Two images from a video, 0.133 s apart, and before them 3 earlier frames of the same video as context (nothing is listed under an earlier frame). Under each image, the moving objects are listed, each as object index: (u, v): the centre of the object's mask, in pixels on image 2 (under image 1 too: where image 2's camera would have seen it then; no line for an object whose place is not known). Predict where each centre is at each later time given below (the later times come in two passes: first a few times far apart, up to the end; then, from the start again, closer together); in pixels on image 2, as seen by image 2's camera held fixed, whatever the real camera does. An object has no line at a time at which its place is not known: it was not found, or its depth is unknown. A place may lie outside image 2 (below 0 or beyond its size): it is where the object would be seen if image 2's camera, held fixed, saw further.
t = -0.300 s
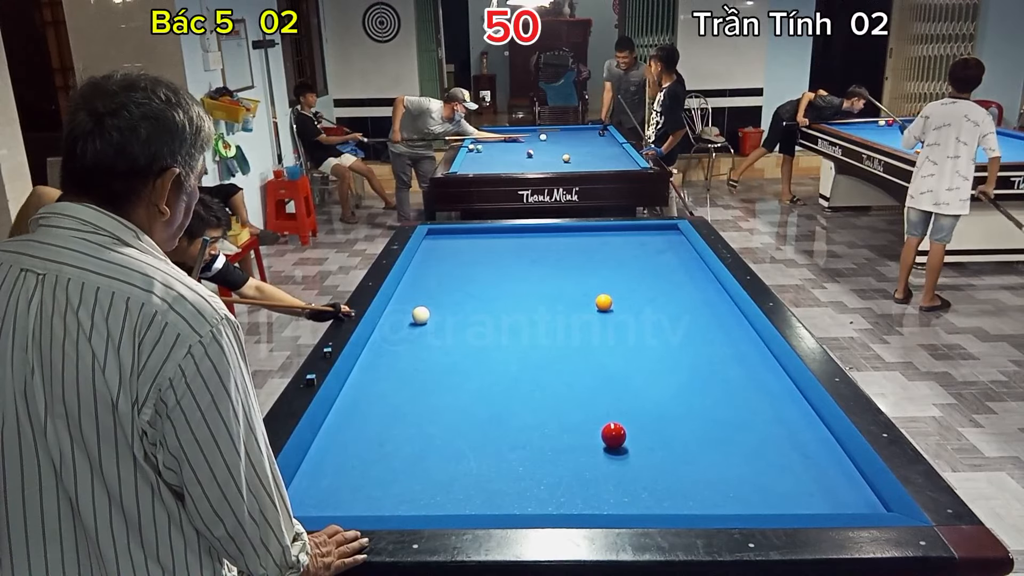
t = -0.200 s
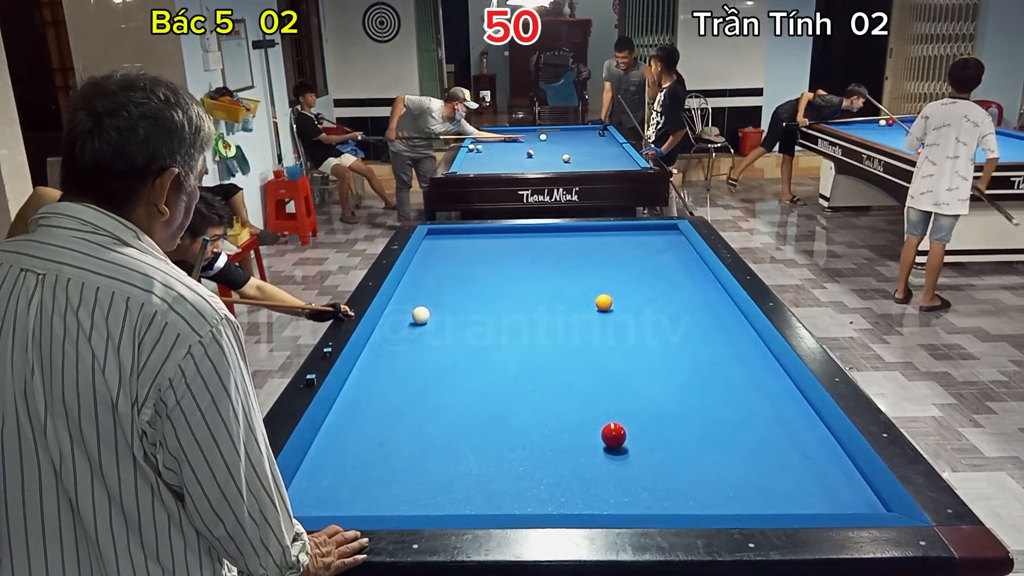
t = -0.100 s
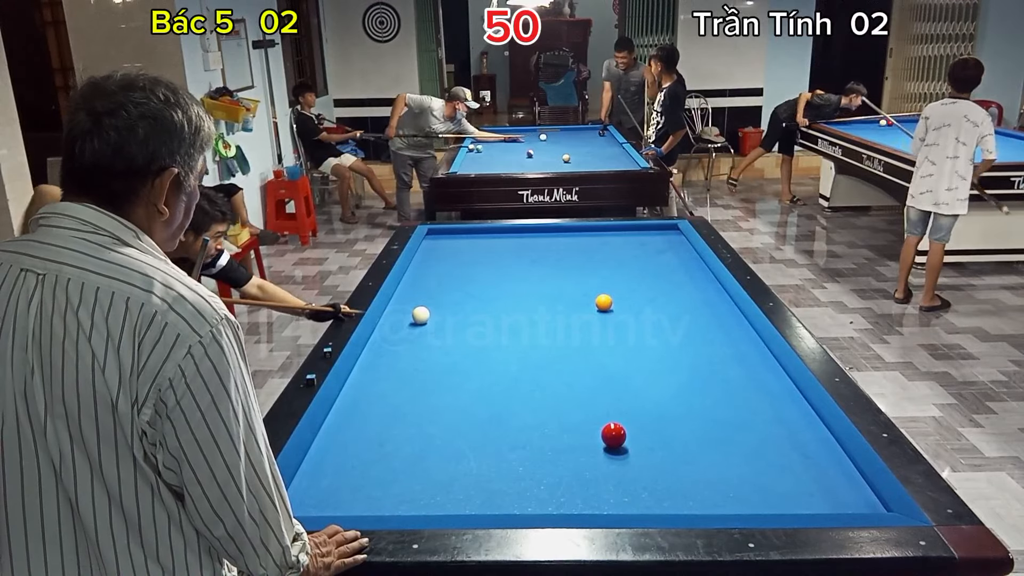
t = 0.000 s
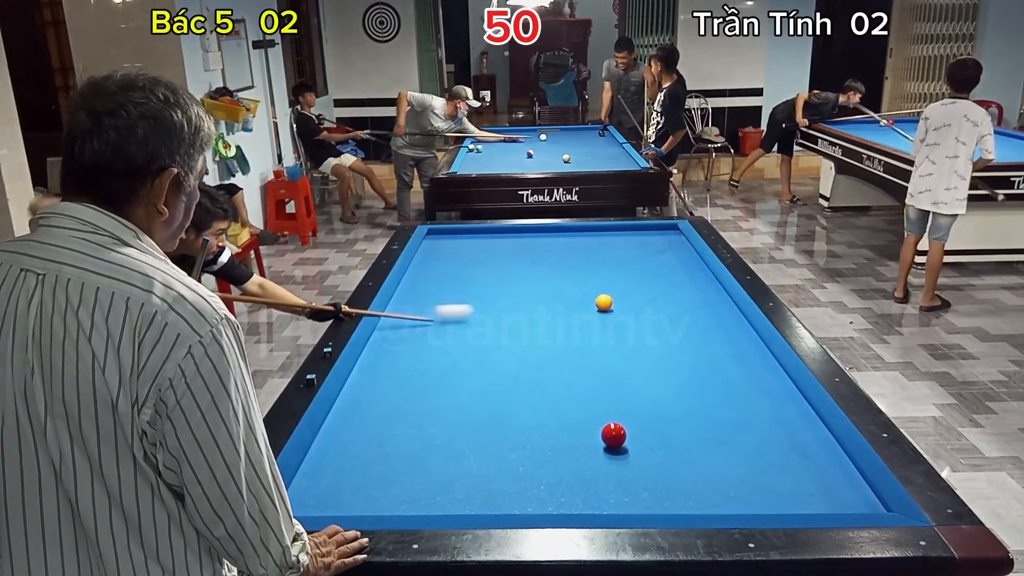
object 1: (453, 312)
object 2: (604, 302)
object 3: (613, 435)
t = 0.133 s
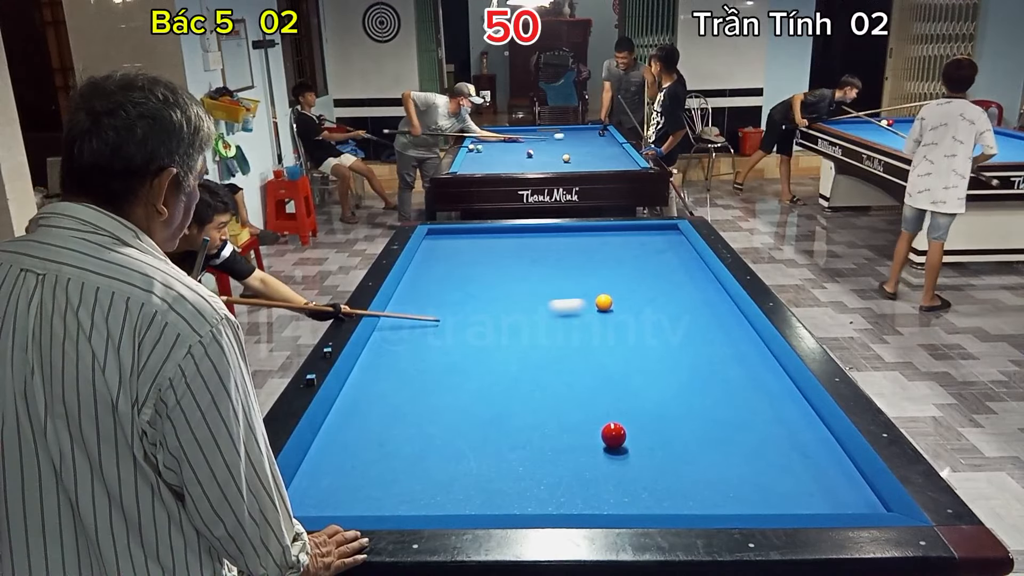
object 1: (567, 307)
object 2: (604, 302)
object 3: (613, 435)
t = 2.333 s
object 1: (541, 439)
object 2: (465, 253)
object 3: (594, 404)
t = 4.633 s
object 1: (423, 393)
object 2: (718, 336)
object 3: (528, 309)
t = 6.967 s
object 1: (540, 360)
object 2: (670, 412)
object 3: (501, 269)
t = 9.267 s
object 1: (578, 346)
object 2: (581, 460)
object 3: (484, 253)
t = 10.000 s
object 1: (578, 346)
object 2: (560, 468)
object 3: (480, 251)
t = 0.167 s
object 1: (588, 305)
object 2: (606, 302)
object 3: (613, 435)
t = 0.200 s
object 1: (600, 309)
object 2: (622, 296)
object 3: (613, 435)
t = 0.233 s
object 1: (609, 312)
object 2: (636, 293)
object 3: (613, 435)
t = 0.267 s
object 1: (617, 316)
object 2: (651, 288)
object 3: (613, 435)
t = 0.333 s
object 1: (633, 322)
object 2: (677, 281)
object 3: (613, 435)
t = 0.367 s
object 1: (640, 325)
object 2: (689, 278)
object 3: (613, 435)
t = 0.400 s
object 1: (649, 328)
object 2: (700, 275)
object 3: (613, 435)
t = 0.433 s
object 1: (657, 331)
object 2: (703, 272)
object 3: (613, 435)
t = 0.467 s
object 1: (666, 335)
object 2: (692, 270)
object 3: (613, 435)
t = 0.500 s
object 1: (674, 338)
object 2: (682, 269)
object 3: (613, 435)
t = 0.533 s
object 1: (684, 341)
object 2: (673, 267)
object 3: (613, 435)
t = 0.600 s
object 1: (702, 348)
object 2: (656, 264)
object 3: (613, 435)
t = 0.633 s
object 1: (712, 352)
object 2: (649, 262)
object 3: (613, 435)
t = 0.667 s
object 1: (721, 356)
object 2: (641, 260)
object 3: (613, 435)
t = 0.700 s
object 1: (731, 360)
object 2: (634, 259)
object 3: (614, 435)
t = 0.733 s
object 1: (741, 363)
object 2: (627, 257)
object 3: (613, 435)
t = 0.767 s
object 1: (752, 368)
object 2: (620, 256)
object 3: (614, 435)
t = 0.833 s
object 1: (773, 375)
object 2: (606, 253)
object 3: (614, 435)
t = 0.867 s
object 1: (781, 380)
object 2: (600, 251)
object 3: (614, 435)
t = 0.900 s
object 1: (779, 386)
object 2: (593, 250)
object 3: (614, 435)
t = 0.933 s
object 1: (777, 391)
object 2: (587, 248)
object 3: (614, 435)
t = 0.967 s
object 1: (775, 397)
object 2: (581, 247)
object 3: (614, 435)
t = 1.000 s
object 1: (774, 402)
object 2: (574, 246)
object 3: (614, 435)
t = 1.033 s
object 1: (772, 408)
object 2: (568, 244)
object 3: (614, 435)
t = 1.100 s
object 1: (769, 421)
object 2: (557, 242)
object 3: (614, 435)
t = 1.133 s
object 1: (768, 427)
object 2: (551, 241)
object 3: (614, 435)
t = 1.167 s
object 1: (766, 434)
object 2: (545, 239)
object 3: (614, 435)
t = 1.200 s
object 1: (765, 441)
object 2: (539, 238)
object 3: (614, 435)
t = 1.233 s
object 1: (763, 448)
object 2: (534, 237)
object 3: (614, 435)
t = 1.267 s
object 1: (761, 455)
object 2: (528, 236)
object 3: (614, 435)
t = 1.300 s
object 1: (760, 463)
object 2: (523, 234)
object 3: (614, 435)
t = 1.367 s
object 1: (756, 479)
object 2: (512, 232)
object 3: (614, 435)
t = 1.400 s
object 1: (754, 487)
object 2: (507, 231)
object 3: (614, 435)
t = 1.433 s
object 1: (752, 496)
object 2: (502, 230)
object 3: (614, 435)
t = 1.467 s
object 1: (749, 501)
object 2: (497, 230)
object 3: (614, 435)
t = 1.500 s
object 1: (741, 503)
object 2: (491, 231)
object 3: (614, 435)
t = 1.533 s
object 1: (730, 499)
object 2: (486, 232)
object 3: (614, 435)
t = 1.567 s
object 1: (718, 494)
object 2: (481, 233)
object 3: (614, 435)
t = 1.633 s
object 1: (698, 483)
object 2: (470, 234)
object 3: (614, 435)
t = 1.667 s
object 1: (687, 479)
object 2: (465, 235)
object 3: (614, 435)
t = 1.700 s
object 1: (678, 474)
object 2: (459, 236)
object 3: (614, 435)
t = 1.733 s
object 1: (668, 470)
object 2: (454, 237)
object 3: (614, 435)
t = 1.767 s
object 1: (658, 465)
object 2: (449, 237)
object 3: (614, 435)
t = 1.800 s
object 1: (650, 461)
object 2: (443, 238)
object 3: (614, 435)
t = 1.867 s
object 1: (632, 453)
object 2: (432, 240)
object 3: (613, 434)
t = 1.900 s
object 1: (622, 449)
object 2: (428, 241)
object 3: (612, 432)
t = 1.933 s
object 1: (616, 448)
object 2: (431, 242)
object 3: (612, 429)
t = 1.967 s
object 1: (610, 447)
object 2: (434, 243)
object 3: (611, 427)
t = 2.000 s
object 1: (603, 446)
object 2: (436, 244)
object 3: (609, 426)
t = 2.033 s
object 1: (597, 445)
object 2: (439, 245)
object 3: (608, 424)
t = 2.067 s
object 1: (591, 445)
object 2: (442, 246)
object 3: (606, 423)
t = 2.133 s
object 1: (578, 443)
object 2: (447, 247)
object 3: (603, 418)
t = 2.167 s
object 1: (571, 443)
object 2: (450, 248)
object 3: (601, 415)
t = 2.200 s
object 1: (565, 442)
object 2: (453, 249)
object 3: (599, 413)
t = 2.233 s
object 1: (559, 441)
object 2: (456, 250)
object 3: (598, 411)
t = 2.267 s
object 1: (553, 441)
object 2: (459, 251)
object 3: (596, 408)
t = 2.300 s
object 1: (547, 440)
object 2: (462, 252)
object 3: (595, 406)
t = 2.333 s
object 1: (541, 439)
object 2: (465, 253)
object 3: (594, 404)
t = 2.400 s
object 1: (529, 438)
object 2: (470, 255)
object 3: (591, 400)
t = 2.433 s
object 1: (523, 437)
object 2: (473, 256)
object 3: (589, 398)
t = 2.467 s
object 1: (518, 436)
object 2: (476, 257)
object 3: (588, 396)
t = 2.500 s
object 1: (512, 436)
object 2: (479, 258)
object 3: (587, 394)
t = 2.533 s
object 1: (506, 435)
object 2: (482, 259)
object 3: (585, 392)
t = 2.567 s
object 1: (501, 434)
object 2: (485, 260)
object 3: (584, 390)
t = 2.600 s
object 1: (495, 433)
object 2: (488, 261)
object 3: (583, 388)
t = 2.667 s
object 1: (484, 432)
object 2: (495, 262)
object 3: (580, 384)
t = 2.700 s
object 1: (478, 432)
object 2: (497, 264)
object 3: (579, 382)
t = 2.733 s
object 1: (473, 431)
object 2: (501, 265)
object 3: (578, 381)
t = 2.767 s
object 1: (467, 430)
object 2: (504, 266)
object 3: (576, 379)
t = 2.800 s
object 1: (462, 430)
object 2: (507, 267)
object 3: (575, 377)
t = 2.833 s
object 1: (457, 429)
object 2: (510, 268)
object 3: (574, 375)
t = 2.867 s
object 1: (451, 429)
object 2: (513, 269)
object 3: (573, 373)
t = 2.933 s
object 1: (441, 427)
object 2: (520, 271)
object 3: (570, 370)
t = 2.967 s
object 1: (436, 427)
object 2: (523, 272)
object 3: (569, 369)
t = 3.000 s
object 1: (430, 426)
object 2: (526, 273)
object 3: (568, 367)
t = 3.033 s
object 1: (425, 426)
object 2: (529, 274)
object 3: (567, 365)
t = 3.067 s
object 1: (420, 425)
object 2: (533, 275)
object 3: (566, 364)
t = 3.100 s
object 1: (415, 424)
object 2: (536, 276)
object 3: (564, 362)
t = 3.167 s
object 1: (405, 423)
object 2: (542, 278)
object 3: (562, 359)
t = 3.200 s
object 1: (400, 422)
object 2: (546, 279)
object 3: (561, 358)
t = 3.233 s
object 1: (395, 422)
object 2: (550, 281)
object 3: (560, 356)
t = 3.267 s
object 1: (391, 421)
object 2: (553, 282)
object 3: (559, 355)
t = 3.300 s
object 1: (386, 421)
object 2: (557, 283)
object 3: (558, 353)
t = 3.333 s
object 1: (381, 420)
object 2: (560, 284)
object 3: (557, 352)
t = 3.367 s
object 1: (376, 420)
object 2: (564, 285)
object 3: (556, 350)
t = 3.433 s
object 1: (367, 418)
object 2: (571, 287)
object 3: (554, 348)
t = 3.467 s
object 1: (362, 418)
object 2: (574, 289)
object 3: (553, 346)
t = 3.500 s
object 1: (357, 417)
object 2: (578, 290)
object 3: (552, 345)
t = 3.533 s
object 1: (353, 417)
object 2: (582, 291)
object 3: (551, 344)
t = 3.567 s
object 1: (348, 416)
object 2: (585, 292)
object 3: (550, 343)
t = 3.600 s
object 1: (344, 416)
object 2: (589, 293)
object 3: (549, 341)
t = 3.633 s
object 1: (339, 415)
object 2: (592, 295)
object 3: (549, 340)
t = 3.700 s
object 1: (344, 414)
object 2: (600, 297)
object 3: (547, 337)
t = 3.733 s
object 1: (347, 413)
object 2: (604, 298)
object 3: (546, 336)
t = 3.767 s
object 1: (351, 412)
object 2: (607, 299)
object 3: (545, 335)
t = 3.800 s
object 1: (354, 411)
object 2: (612, 300)
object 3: (545, 334)
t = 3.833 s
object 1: (357, 410)
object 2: (615, 302)
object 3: (544, 333)
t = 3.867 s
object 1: (360, 410)
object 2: (619, 303)
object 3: (543, 332)
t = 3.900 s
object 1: (363, 409)
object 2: (623, 304)
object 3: (542, 331)
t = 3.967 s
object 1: (369, 407)
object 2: (631, 307)
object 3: (541, 328)
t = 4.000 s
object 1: (372, 406)
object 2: (635, 308)
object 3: (540, 327)
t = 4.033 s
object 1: (375, 405)
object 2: (639, 310)
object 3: (539, 326)
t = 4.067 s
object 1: (378, 405)
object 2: (643, 311)
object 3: (539, 325)
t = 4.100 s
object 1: (381, 404)
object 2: (648, 313)
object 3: (538, 324)
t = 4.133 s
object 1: (384, 404)
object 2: (652, 314)
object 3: (537, 323)
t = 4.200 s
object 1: (389, 402)
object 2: (660, 317)
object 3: (536, 321)
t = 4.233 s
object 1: (392, 401)
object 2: (664, 318)
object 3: (535, 320)
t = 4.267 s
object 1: (395, 401)
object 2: (668, 319)
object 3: (535, 319)
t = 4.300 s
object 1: (398, 399)
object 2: (673, 321)
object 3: (534, 318)
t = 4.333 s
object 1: (400, 399)
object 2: (677, 322)
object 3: (533, 317)
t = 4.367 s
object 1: (403, 399)
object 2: (682, 324)
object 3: (533, 316)
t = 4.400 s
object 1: (405, 398)
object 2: (686, 325)
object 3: (532, 315)
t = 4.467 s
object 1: (411, 397)
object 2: (695, 328)
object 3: (531, 314)
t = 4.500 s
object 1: (413, 396)
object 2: (699, 330)
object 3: (530, 313)
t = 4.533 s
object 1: (416, 395)
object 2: (704, 331)
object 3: (530, 312)
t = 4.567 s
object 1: (418, 395)
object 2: (709, 333)
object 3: (529, 311)
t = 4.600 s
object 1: (421, 394)
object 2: (713, 334)
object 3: (529, 310)
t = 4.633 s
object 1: (423, 393)
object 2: (718, 336)
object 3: (528, 309)
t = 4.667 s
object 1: (426, 392)
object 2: (723, 337)
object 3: (528, 308)
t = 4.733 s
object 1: (430, 391)
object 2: (732, 340)
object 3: (526, 307)
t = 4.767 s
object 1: (433, 390)
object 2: (737, 342)
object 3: (526, 306)
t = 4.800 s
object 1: (435, 390)
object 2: (742, 344)
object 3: (525, 305)
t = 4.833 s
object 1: (438, 389)
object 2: (746, 345)
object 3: (525, 304)
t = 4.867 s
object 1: (440, 389)
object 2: (752, 347)
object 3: (524, 303)
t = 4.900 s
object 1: (442, 388)
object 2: (756, 349)
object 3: (524, 303)
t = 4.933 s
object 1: (444, 387)
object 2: (760, 350)
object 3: (524, 302)
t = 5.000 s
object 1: (449, 387)
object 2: (757, 352)
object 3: (523, 301)
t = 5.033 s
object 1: (451, 386)
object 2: (756, 353)
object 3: (522, 300)
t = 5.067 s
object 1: (453, 385)
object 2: (755, 354)
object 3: (522, 299)
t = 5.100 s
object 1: (455, 384)
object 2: (753, 355)
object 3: (521, 298)
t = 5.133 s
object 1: (457, 384)
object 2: (752, 357)
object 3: (521, 298)
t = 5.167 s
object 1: (459, 383)
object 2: (750, 357)
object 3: (521, 297)
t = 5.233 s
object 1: (463, 382)
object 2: (748, 360)
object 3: (520, 295)
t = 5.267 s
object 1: (465, 382)
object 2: (746, 361)
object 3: (519, 295)
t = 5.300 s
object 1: (467, 381)
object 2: (745, 362)
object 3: (519, 294)
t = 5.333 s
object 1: (469, 381)
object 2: (743, 363)
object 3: (518, 294)
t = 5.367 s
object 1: (471, 380)
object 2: (742, 364)
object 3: (518, 293)
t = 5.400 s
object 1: (473, 380)
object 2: (740, 365)
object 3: (518, 292)
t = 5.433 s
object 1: (475, 379)
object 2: (739, 366)
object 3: (517, 291)
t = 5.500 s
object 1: (478, 378)
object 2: (736, 368)
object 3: (516, 290)
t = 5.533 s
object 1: (480, 377)
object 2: (735, 369)
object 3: (516, 290)
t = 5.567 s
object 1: (482, 377)
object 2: (733, 370)
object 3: (516, 289)
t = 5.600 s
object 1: (484, 376)
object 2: (732, 371)
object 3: (515, 288)
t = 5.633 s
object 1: (485, 376)
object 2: (730, 372)
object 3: (515, 288)
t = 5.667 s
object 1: (487, 375)
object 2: (729, 373)
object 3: (514, 287)
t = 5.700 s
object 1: (488, 375)
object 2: (728, 374)
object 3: (514, 287)
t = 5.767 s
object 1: (492, 374)
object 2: (725, 377)
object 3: (513, 285)
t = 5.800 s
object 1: (493, 374)
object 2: (723, 378)
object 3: (513, 285)
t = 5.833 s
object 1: (495, 373)
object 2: (722, 379)
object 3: (513, 284)
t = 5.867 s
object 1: (496, 372)
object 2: (720, 379)
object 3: (512, 284)
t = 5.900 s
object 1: (498, 372)
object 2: (719, 381)
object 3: (512, 283)
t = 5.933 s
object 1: (500, 371)
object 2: (717, 382)
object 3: (512, 283)
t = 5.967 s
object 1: (501, 371)
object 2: (716, 383)
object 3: (511, 282)
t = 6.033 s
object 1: (504, 370)
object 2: (713, 385)
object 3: (510, 281)
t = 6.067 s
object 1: (506, 370)
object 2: (711, 386)
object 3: (510, 281)
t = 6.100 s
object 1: (507, 369)
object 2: (710, 387)
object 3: (509, 280)
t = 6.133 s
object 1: (508, 369)
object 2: (708, 388)
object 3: (509, 279)
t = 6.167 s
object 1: (510, 368)
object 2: (707, 389)
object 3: (509, 279)
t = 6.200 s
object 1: (511, 368)
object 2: (705, 390)
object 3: (509, 279)
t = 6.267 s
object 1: (514, 367)
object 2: (702, 392)
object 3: (508, 278)
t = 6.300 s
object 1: (516, 367)
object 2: (701, 393)
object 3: (508, 277)
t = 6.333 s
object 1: (517, 366)
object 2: (699, 394)
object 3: (507, 277)
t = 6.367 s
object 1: (518, 366)
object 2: (698, 395)
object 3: (507, 276)
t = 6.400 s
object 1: (519, 365)
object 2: (696, 396)
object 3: (507, 276)
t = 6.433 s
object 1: (521, 365)
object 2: (695, 397)
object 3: (506, 275)
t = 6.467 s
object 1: (522, 365)
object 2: (693, 398)
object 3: (506, 275)
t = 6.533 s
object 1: (525, 364)
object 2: (690, 400)
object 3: (506, 274)
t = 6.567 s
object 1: (526, 363)
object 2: (689, 401)
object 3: (505, 273)
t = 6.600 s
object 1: (527, 363)
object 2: (687, 401)
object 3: (505, 273)
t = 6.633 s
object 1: (528, 363)
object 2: (686, 402)
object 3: (505, 273)
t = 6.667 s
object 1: (529, 362)
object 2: (684, 403)
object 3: (504, 272)
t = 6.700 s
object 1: (531, 362)
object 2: (682, 404)
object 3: (504, 272)
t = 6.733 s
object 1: (532, 362)
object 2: (681, 405)
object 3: (504, 271)
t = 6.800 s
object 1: (534, 361)
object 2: (678, 407)
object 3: (503, 270)
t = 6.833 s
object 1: (535, 361)
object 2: (676, 408)
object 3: (503, 270)
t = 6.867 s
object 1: (536, 361)
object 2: (675, 409)
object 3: (502, 270)
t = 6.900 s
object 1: (537, 360)
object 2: (673, 410)
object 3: (502, 269)
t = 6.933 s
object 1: (539, 360)
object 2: (671, 411)
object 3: (502, 269)
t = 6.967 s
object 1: (540, 360)
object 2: (670, 412)
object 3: (501, 269)
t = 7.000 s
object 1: (541, 359)
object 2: (669, 413)
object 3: (501, 268)
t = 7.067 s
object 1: (543, 358)
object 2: (665, 415)
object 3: (500, 268)
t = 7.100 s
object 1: (544, 358)
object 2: (664, 415)
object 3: (500, 267)
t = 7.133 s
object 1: (545, 357)
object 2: (662, 416)
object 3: (500, 267)
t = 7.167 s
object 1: (546, 357)
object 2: (661, 417)
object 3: (499, 266)
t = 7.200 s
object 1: (547, 357)
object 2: (660, 418)
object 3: (499, 266)
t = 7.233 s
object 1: (548, 356)
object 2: (658, 419)
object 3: (499, 266)
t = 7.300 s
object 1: (550, 356)
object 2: (655, 421)
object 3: (498, 265)
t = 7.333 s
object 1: (551, 355)
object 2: (654, 422)
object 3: (498, 265)
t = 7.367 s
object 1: (552, 355)
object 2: (652, 423)
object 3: (497, 265)
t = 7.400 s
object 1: (553, 355)
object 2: (651, 424)
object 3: (497, 264)
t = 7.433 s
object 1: (553, 355)
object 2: (649, 424)
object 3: (497, 264)
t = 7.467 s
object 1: (554, 354)
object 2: (648, 425)
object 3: (496, 264)
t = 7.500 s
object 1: (555, 354)
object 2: (646, 426)
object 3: (496, 263)
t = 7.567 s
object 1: (557, 353)
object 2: (644, 428)
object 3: (495, 263)
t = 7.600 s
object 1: (557, 353)
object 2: (642, 428)
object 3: (495, 263)
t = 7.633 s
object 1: (558, 353)
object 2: (641, 429)
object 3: (495, 262)
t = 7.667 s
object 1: (559, 353)
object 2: (640, 430)
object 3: (495, 262)
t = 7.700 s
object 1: (560, 352)
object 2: (638, 431)
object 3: (494, 262)
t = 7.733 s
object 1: (560, 352)
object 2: (637, 432)
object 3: (494, 262)
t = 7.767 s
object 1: (561, 352)
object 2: (635, 433)
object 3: (494, 261)
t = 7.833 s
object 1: (562, 351)
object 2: (633, 434)
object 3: (493, 261)
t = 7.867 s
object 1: (563, 351)
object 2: (631, 435)
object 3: (493, 260)
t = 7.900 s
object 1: (564, 351)
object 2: (630, 436)
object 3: (492, 260)
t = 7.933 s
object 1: (564, 350)
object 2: (629, 437)
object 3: (492, 260)
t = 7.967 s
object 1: (565, 350)
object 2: (628, 437)
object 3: (492, 260)
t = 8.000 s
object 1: (565, 350)
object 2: (626, 438)
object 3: (492, 260)
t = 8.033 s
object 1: (566, 350)
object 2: (625, 439)
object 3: (491, 259)
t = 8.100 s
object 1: (567, 349)
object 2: (622, 440)
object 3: (491, 259)
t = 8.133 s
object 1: (568, 349)
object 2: (621, 441)
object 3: (491, 259)
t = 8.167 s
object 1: (568, 349)
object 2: (620, 441)
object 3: (490, 258)
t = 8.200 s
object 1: (569, 349)
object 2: (619, 442)
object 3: (490, 258)
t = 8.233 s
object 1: (569, 349)
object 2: (617, 443)
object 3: (490, 258)
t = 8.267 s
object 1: (570, 349)
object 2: (616, 444)
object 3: (490, 258)
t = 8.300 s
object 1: (570, 349)
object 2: (615, 444)
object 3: (489, 258)
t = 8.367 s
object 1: (571, 348)
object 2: (613, 446)
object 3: (489, 257)
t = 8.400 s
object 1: (571, 348)
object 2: (611, 446)
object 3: (489, 257)
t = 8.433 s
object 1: (572, 348)
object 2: (610, 447)
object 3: (488, 257)
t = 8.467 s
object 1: (572, 348)
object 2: (609, 447)
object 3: (488, 257)
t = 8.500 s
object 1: (573, 348)
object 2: (608, 448)
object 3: (488, 256)
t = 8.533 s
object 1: (573, 348)
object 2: (607, 449)
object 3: (488, 256)
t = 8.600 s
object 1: (574, 347)
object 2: (604, 450)
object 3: (487, 256)
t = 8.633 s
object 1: (574, 347)
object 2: (603, 450)
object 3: (487, 256)
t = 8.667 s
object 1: (575, 347)
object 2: (602, 451)
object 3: (487, 256)
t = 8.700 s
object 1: (575, 347)
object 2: (601, 452)
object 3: (487, 255)
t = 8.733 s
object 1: (575, 347)
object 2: (599, 452)
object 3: (487, 255)
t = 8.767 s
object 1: (575, 347)
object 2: (598, 453)
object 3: (486, 255)
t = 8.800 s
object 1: (576, 347)
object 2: (597, 454)
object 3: (486, 255)
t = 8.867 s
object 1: (576, 346)
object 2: (595, 455)
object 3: (486, 255)
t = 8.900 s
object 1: (576, 346)
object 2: (593, 455)
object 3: (486, 254)
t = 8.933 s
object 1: (577, 346)
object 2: (592, 456)
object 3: (486, 254)
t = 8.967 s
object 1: (577, 346)
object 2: (591, 456)
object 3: (485, 254)
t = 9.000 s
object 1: (577, 346)
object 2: (590, 457)
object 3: (485, 254)
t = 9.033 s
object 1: (577, 346)
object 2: (589, 457)
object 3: (485, 254)
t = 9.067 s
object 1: (577, 346)
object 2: (588, 458)
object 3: (485, 254)
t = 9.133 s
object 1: (578, 346)
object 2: (586, 459)
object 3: (484, 253)
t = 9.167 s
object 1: (578, 346)
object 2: (584, 459)
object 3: (484, 253)
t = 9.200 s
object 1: (578, 346)
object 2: (583, 459)
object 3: (484, 253)
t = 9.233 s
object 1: (578, 346)
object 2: (582, 460)
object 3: (484, 253)
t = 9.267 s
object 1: (578, 346)
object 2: (581, 460)
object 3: (484, 253)
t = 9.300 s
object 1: (578, 346)
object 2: (580, 461)
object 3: (484, 253)
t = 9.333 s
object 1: (578, 346)
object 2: (579, 461)
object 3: (483, 253)
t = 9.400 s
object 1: (578, 346)
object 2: (577, 461)
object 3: (483, 252)
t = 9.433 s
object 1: (578, 346)
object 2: (576, 462)
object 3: (483, 252)
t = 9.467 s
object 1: (578, 346)
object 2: (575, 462)
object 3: (483, 252)
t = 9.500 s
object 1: (578, 346)
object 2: (574, 463)
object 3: (483, 252)
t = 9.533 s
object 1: (578, 346)
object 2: (573, 464)
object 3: (482, 252)
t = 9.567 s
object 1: (578, 346)
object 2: (572, 464)
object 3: (482, 252)
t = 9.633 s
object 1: (578, 346)
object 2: (570, 464)
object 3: (482, 252)
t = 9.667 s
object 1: (578, 346)
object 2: (569, 465)
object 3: (482, 252)
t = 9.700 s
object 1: (578, 346)
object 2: (568, 465)
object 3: (482, 252)
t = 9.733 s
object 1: (578, 346)
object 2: (567, 465)
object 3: (481, 252)
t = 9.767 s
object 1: (578, 346)
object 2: (566, 466)
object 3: (481, 252)
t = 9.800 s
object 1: (578, 346)
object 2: (565, 466)
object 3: (481, 251)
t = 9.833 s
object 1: (578, 346)
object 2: (564, 466)
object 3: (481, 251)
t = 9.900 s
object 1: (578, 346)
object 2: (562, 467)
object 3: (481, 251)
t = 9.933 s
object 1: (578, 346)
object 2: (562, 467)
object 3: (481, 251)
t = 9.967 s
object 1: (578, 346)
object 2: (561, 467)
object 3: (480, 251)
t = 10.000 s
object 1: (578, 346)
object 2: (560, 468)
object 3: (480, 251)
